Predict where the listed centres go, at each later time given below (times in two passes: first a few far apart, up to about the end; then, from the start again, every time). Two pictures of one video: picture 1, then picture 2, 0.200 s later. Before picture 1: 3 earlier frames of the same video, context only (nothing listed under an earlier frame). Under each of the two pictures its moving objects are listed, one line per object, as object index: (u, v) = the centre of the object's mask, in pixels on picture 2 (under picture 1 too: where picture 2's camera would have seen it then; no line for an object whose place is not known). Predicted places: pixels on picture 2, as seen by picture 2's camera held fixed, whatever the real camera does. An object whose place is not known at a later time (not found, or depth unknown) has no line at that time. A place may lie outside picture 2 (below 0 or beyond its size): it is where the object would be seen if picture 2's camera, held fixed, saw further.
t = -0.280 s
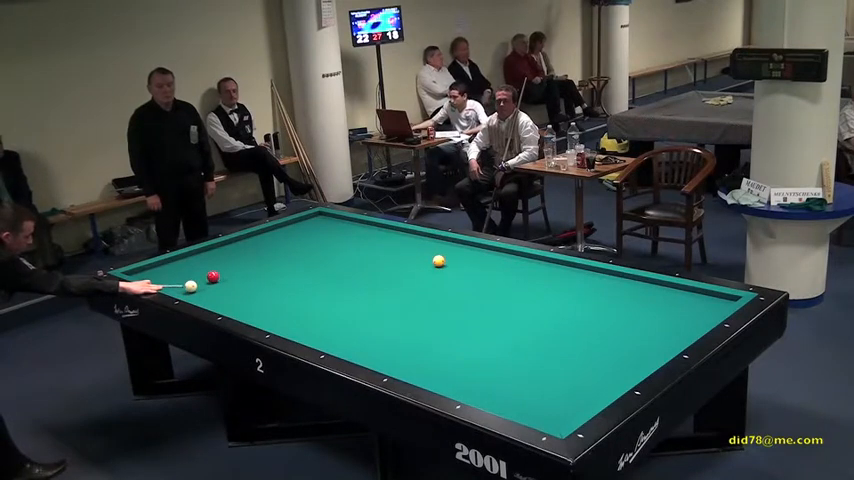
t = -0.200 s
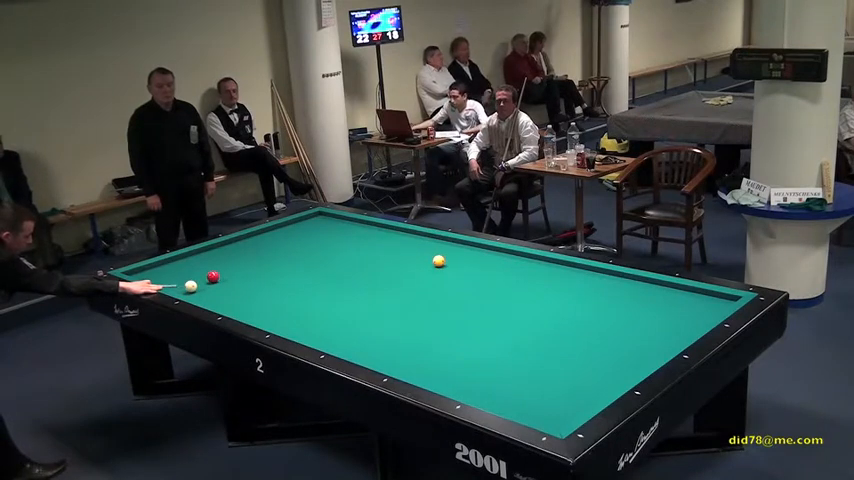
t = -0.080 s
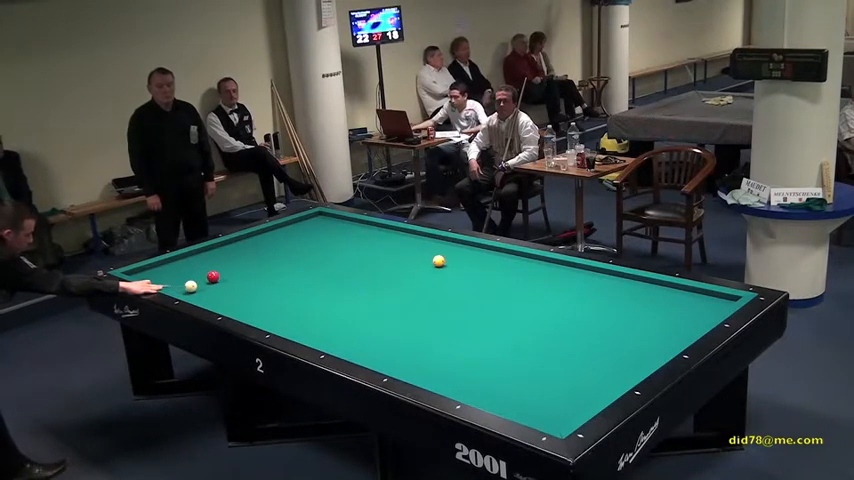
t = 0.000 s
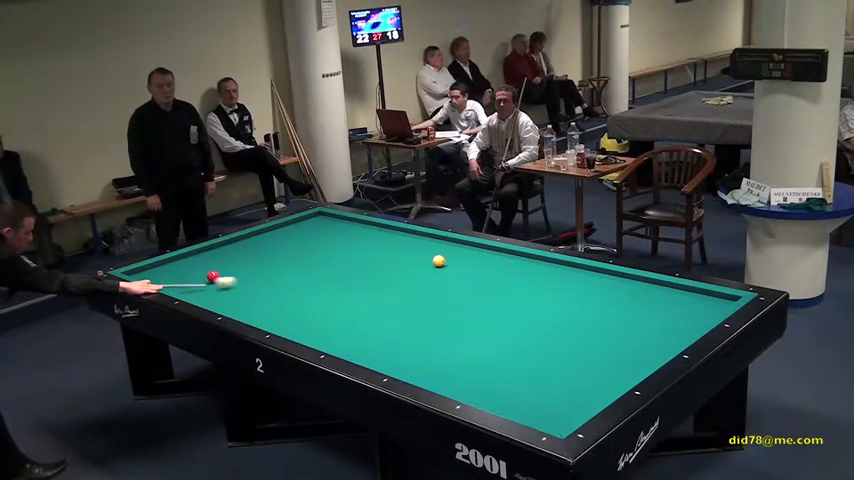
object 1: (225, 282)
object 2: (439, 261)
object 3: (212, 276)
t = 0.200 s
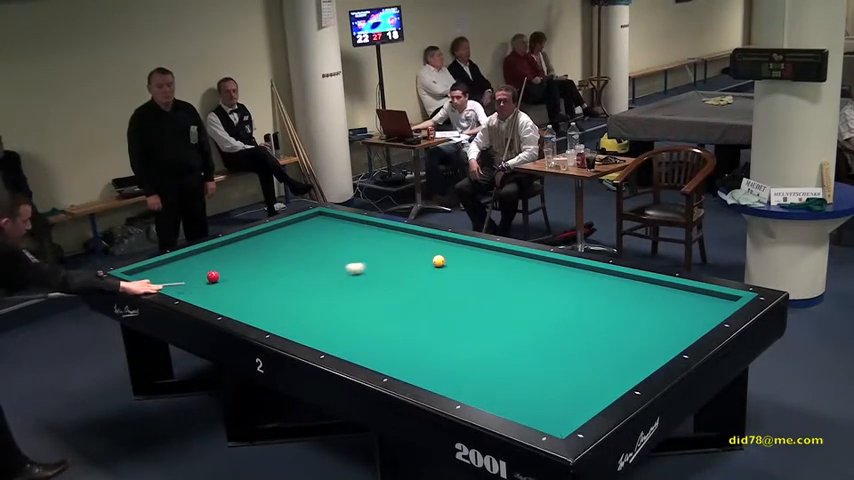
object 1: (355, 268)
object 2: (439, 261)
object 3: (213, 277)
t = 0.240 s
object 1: (379, 265)
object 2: (439, 261)
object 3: (213, 277)
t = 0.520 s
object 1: (447, 245)
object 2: (525, 266)
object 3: (212, 277)
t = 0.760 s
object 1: (420, 244)
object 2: (615, 275)
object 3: (212, 277)
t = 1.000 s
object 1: (380, 246)
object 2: (672, 294)
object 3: (212, 276)
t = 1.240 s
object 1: (342, 248)
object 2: (701, 308)
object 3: (212, 276)
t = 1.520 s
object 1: (299, 250)
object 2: (632, 307)
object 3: (212, 276)
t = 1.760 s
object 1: (263, 252)
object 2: (582, 306)
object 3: (212, 276)
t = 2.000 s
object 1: (228, 254)
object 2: (532, 305)
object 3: (212, 276)
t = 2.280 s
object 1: (187, 256)
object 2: (477, 305)
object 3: (212, 276)
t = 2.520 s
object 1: (164, 264)
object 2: (432, 304)
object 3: (212, 276)
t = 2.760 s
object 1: (146, 275)
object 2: (388, 303)
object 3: (212, 276)
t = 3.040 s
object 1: (167, 276)
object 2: (339, 302)
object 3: (212, 276)
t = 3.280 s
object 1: (193, 275)
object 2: (298, 302)
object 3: (212, 276)
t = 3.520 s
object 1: (210, 272)
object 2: (259, 302)
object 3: (219, 278)
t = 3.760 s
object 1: (223, 269)
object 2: (222, 301)
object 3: (228, 280)
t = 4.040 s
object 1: (238, 266)
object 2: (201, 294)
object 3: (238, 282)
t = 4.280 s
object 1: (249, 262)
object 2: (194, 286)
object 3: (247, 284)
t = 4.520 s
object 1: (259, 260)
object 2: (189, 279)
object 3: (255, 286)
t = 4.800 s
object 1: (271, 256)
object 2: (183, 271)
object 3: (265, 288)
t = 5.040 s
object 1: (280, 254)
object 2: (179, 264)
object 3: (273, 290)
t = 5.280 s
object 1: (289, 251)
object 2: (174, 258)
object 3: (281, 292)
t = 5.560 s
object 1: (298, 249)
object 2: (191, 257)
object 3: (289, 294)
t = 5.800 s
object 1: (306, 247)
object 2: (206, 256)
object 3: (297, 296)
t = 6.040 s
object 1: (313, 245)
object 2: (221, 256)
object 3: (304, 297)
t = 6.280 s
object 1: (320, 243)
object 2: (235, 255)
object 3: (310, 298)
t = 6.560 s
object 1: (327, 241)
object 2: (251, 254)
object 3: (318, 300)
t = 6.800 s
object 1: (333, 239)
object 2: (264, 254)
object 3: (323, 301)
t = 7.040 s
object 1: (338, 238)
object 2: (276, 253)
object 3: (329, 303)
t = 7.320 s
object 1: (343, 237)
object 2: (291, 253)
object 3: (335, 304)
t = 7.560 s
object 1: (348, 235)
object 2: (303, 252)
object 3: (339, 305)
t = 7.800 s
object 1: (351, 234)
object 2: (314, 252)
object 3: (343, 306)
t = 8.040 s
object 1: (355, 233)
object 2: (325, 251)
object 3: (347, 307)
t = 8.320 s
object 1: (358, 233)
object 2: (337, 251)
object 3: (351, 308)
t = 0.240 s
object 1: (379, 265)
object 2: (439, 261)
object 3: (213, 277)
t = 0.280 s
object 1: (402, 263)
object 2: (439, 261)
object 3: (213, 277)
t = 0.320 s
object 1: (424, 260)
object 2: (439, 261)
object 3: (213, 277)
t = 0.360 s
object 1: (431, 257)
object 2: (455, 262)
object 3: (213, 277)
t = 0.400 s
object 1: (435, 254)
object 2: (473, 263)
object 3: (212, 276)
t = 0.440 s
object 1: (439, 251)
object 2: (491, 264)
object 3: (212, 277)
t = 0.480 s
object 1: (443, 248)
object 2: (508, 265)
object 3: (212, 277)
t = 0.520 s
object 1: (447, 245)
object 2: (525, 266)
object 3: (212, 277)
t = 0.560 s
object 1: (451, 242)
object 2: (542, 267)
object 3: (212, 277)
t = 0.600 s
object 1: (452, 240)
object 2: (559, 269)
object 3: (212, 277)
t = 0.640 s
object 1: (444, 241)
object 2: (575, 269)
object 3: (212, 277)
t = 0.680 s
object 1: (435, 242)
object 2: (590, 271)
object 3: (212, 277)
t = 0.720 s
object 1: (427, 243)
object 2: (605, 272)
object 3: (212, 277)
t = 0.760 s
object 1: (420, 244)
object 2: (615, 275)
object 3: (212, 277)
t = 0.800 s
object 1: (413, 244)
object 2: (623, 278)
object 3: (212, 277)
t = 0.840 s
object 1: (406, 245)
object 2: (632, 281)
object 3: (212, 277)
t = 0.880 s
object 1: (399, 245)
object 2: (642, 284)
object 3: (212, 277)
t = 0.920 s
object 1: (393, 245)
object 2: (652, 287)
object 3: (212, 276)
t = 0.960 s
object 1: (387, 246)
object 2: (661, 291)
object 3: (212, 276)
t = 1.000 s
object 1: (380, 246)
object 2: (672, 294)
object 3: (212, 276)
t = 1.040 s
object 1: (374, 247)
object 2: (682, 297)
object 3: (212, 277)
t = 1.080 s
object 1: (368, 247)
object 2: (692, 301)
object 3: (212, 276)
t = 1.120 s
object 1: (361, 247)
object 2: (703, 304)
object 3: (212, 276)
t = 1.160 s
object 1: (355, 247)
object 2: (714, 308)
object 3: (212, 276)
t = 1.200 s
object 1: (349, 248)
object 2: (712, 309)
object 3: (212, 276)
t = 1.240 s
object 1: (342, 248)
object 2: (701, 308)
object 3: (212, 276)
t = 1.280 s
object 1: (336, 248)
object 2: (689, 308)
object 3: (212, 276)
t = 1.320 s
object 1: (330, 248)
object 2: (678, 308)
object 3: (212, 276)
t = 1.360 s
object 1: (324, 249)
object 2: (668, 307)
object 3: (212, 276)
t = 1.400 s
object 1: (318, 249)
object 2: (659, 307)
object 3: (212, 276)
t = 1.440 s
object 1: (312, 249)
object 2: (650, 307)
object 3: (212, 276)
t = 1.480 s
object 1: (305, 250)
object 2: (641, 307)
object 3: (212, 276)
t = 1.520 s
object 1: (299, 250)
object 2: (632, 307)
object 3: (212, 276)
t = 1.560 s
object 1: (293, 250)
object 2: (624, 307)
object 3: (212, 276)
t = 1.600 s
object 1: (287, 251)
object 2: (615, 307)
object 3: (212, 276)
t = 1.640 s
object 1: (281, 251)
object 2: (607, 306)
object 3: (212, 276)
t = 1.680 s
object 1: (275, 251)
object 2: (598, 306)
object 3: (212, 276)
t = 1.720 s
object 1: (269, 252)
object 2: (590, 306)
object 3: (212, 276)
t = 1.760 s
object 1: (263, 252)
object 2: (582, 306)
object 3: (212, 276)
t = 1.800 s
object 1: (257, 252)
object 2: (573, 306)
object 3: (212, 276)
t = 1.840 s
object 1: (251, 252)
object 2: (565, 306)
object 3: (212, 276)
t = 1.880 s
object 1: (245, 253)
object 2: (557, 305)
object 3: (212, 276)
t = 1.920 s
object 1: (239, 253)
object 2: (549, 305)
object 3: (212, 276)
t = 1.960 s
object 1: (234, 253)
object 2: (541, 305)
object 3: (212, 276)
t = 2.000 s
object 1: (228, 254)
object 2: (532, 305)
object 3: (212, 276)
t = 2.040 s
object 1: (222, 254)
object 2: (524, 305)
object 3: (212, 276)
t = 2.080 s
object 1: (216, 254)
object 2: (516, 305)
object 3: (212, 276)
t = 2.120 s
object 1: (210, 255)
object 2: (509, 305)
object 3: (212, 276)
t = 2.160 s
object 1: (204, 255)
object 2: (501, 305)
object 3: (212, 276)
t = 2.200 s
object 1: (198, 255)
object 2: (493, 305)
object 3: (212, 276)
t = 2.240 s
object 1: (193, 256)
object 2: (485, 305)
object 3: (212, 276)
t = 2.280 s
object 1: (187, 256)
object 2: (477, 305)
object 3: (212, 276)
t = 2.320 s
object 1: (181, 256)
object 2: (470, 304)
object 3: (212, 276)
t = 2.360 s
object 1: (176, 257)
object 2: (462, 304)
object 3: (212, 276)
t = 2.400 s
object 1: (174, 259)
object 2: (455, 304)
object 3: (212, 276)
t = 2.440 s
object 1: (171, 261)
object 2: (447, 304)
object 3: (212, 276)
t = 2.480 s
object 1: (168, 262)
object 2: (440, 304)
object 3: (212, 276)
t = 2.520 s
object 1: (164, 264)
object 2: (432, 304)
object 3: (212, 276)
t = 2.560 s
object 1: (161, 266)
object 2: (425, 303)
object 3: (212, 276)
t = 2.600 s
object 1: (158, 268)
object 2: (418, 304)
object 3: (212, 276)
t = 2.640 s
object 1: (155, 270)
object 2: (410, 303)
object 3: (212, 276)
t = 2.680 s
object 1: (152, 272)
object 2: (403, 303)
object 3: (212, 276)
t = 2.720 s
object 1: (149, 274)
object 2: (395, 303)
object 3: (212, 276)
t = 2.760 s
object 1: (146, 275)
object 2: (388, 303)
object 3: (212, 276)
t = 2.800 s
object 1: (142, 276)
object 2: (381, 303)
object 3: (212, 276)
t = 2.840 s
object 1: (145, 277)
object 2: (374, 303)
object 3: (212, 276)
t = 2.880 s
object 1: (150, 277)
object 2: (367, 303)
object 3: (212, 276)
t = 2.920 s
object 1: (154, 277)
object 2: (360, 303)
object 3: (212, 276)
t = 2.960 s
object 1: (158, 277)
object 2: (353, 303)
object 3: (212, 276)
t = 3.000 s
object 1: (163, 277)
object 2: (346, 303)
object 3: (212, 276)
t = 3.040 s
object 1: (167, 276)
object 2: (339, 302)
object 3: (212, 276)
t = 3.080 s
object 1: (171, 276)
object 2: (332, 302)
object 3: (212, 276)
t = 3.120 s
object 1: (176, 276)
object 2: (325, 302)
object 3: (212, 276)
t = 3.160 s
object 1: (180, 276)
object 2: (319, 302)
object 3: (212, 276)
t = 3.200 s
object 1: (184, 276)
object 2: (312, 302)
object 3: (212, 276)
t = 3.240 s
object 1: (188, 276)
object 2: (305, 302)
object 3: (212, 276)
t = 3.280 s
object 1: (193, 275)
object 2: (298, 302)
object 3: (212, 276)
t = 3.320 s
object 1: (197, 275)
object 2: (292, 302)
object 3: (212, 276)
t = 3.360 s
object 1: (201, 275)
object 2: (285, 302)
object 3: (213, 276)
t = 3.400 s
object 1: (203, 274)
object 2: (279, 302)
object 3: (213, 277)
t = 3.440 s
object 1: (206, 274)
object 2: (272, 302)
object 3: (216, 278)
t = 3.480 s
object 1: (208, 273)
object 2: (266, 302)
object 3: (218, 278)
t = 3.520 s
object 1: (210, 272)
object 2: (259, 302)
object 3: (219, 278)
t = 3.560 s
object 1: (213, 272)
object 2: (253, 301)
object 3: (221, 278)
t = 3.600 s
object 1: (214, 271)
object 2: (247, 301)
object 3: (222, 279)
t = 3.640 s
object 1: (217, 271)
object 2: (241, 301)
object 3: (223, 279)
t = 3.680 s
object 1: (219, 270)
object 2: (235, 301)
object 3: (225, 279)
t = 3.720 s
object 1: (221, 269)
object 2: (228, 301)
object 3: (226, 279)
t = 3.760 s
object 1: (223, 269)
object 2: (222, 301)
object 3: (228, 280)
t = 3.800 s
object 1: (226, 269)
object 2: (216, 300)
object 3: (229, 280)
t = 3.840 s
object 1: (227, 268)
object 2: (210, 300)
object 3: (231, 280)
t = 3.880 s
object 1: (230, 268)
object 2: (205, 299)
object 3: (232, 281)
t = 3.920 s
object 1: (232, 267)
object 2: (203, 297)
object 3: (234, 281)
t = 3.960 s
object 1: (234, 266)
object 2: (202, 297)
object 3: (235, 282)
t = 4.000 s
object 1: (235, 266)
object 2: (201, 295)
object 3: (237, 282)
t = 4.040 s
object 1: (238, 266)
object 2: (201, 294)
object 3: (238, 282)
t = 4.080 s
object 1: (240, 265)
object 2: (199, 293)
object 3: (240, 283)
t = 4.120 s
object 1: (242, 265)
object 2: (198, 292)
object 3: (241, 283)
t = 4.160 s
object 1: (243, 264)
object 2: (197, 290)
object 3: (242, 283)
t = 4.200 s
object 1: (245, 263)
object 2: (196, 289)
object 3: (244, 284)
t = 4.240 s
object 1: (247, 263)
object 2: (195, 288)
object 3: (245, 284)
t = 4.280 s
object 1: (249, 262)
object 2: (194, 286)
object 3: (247, 284)
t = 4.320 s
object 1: (250, 262)
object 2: (193, 285)
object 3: (248, 285)
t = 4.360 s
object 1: (252, 261)
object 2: (192, 284)
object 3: (250, 285)
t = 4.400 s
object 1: (254, 261)
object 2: (191, 282)
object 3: (251, 285)
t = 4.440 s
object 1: (256, 260)
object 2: (191, 281)
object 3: (252, 286)
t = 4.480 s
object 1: (257, 260)
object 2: (190, 280)
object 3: (254, 286)
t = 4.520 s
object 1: (259, 260)
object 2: (189, 279)
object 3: (255, 286)
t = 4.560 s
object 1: (261, 259)
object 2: (188, 278)
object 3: (257, 287)
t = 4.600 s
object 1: (263, 259)
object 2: (187, 276)
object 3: (258, 287)
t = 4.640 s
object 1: (264, 258)
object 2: (186, 275)
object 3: (259, 287)
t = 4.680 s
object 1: (266, 258)
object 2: (185, 274)
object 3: (261, 288)
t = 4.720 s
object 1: (268, 257)
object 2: (185, 273)
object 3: (262, 288)
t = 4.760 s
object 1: (269, 257)
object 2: (184, 272)
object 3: (263, 288)
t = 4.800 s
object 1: (271, 256)
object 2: (183, 271)
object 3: (265, 288)
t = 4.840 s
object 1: (272, 256)
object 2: (182, 270)
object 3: (266, 289)
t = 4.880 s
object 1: (274, 255)
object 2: (182, 268)
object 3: (268, 289)
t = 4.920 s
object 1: (276, 255)
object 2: (181, 267)
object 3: (269, 290)
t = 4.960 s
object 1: (277, 255)
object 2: (180, 267)
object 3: (270, 290)
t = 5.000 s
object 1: (279, 254)
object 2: (180, 265)
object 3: (272, 290)
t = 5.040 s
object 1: (280, 254)
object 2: (179, 264)
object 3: (273, 290)
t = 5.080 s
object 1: (282, 253)
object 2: (178, 263)
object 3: (274, 291)
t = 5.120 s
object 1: (283, 253)
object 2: (177, 262)
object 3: (276, 291)
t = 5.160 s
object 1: (285, 253)
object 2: (176, 261)
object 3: (277, 291)
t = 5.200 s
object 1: (286, 252)
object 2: (176, 260)
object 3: (278, 291)
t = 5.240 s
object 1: (288, 252)
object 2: (175, 259)
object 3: (279, 292)
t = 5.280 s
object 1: (289, 251)
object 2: (174, 258)
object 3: (281, 292)
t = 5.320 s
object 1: (290, 251)
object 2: (175, 258)
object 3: (282, 292)
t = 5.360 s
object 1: (292, 250)
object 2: (178, 257)
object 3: (283, 293)
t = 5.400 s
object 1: (293, 250)
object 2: (180, 257)
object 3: (285, 293)
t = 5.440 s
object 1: (294, 250)
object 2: (183, 257)
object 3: (286, 293)
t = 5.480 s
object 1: (296, 250)
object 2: (185, 257)
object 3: (287, 294)
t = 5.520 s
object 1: (297, 249)
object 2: (188, 257)
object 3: (288, 294)
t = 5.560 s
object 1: (298, 249)
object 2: (191, 257)
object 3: (289, 294)
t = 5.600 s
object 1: (300, 248)
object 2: (193, 257)
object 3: (291, 294)
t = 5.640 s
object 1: (301, 248)
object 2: (195, 257)
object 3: (292, 294)
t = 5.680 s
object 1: (302, 248)
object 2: (198, 257)
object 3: (293, 295)
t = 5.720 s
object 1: (304, 247)
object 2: (200, 256)
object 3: (294, 295)
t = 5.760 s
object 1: (305, 247)
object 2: (203, 256)
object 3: (296, 295)
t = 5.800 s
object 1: (306, 247)
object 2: (206, 256)
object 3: (297, 296)
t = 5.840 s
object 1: (307, 246)
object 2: (208, 256)
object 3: (298, 296)
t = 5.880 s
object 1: (309, 246)
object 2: (211, 256)
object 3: (299, 296)
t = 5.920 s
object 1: (310, 246)
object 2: (213, 256)
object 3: (300, 296)
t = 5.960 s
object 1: (311, 245)
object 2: (215, 256)
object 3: (301, 296)
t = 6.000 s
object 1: (312, 245)
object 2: (218, 256)
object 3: (302, 297)
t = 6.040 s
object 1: (313, 245)
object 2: (221, 256)
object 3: (304, 297)
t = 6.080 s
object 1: (314, 244)
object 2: (223, 255)
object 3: (305, 297)
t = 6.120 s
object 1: (316, 244)
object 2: (225, 255)
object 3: (306, 297)
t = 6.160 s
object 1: (317, 244)
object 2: (228, 255)
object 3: (307, 298)
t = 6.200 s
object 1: (318, 243)
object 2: (230, 255)
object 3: (308, 298)
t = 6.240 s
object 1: (319, 243)
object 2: (233, 255)
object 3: (309, 298)
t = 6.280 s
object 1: (320, 243)
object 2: (235, 255)
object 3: (310, 298)
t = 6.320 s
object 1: (321, 243)
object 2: (237, 255)
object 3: (311, 299)
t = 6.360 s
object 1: (322, 242)
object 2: (239, 255)
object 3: (312, 299)
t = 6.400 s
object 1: (323, 242)
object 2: (242, 255)
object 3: (313, 299)
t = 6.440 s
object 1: (324, 242)
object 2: (244, 255)
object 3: (314, 299)
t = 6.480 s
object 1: (325, 241)
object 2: (246, 254)
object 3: (316, 299)
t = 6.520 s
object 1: (326, 241)
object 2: (248, 254)
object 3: (317, 300)
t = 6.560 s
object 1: (327, 241)
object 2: (251, 254)
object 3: (318, 300)
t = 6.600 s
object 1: (328, 241)
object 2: (253, 254)
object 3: (318, 300)
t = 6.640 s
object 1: (329, 240)
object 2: (255, 254)
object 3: (319, 300)
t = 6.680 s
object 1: (330, 240)
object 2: (257, 254)
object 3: (320, 301)
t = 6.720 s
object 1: (331, 240)
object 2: (259, 254)
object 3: (322, 301)
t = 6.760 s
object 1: (332, 240)
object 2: (261, 254)
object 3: (322, 301)
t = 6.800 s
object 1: (333, 239)
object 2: (264, 254)
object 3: (323, 301)
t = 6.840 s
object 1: (333, 239)
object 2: (266, 254)
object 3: (324, 302)
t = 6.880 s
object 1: (334, 239)
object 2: (268, 253)
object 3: (325, 302)
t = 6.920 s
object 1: (335, 239)
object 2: (270, 254)
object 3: (326, 302)
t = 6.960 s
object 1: (336, 238)
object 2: (272, 254)
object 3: (327, 302)
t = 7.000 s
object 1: (337, 238)
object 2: (275, 253)
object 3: (328, 302)
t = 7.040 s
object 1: (338, 238)
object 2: (276, 253)
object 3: (329, 303)
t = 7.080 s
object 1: (339, 238)
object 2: (278, 253)
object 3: (329, 303)
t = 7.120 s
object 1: (340, 237)
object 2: (281, 253)
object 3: (330, 303)
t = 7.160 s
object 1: (340, 237)
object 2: (283, 253)
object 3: (331, 303)
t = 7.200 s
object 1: (341, 237)
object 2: (285, 253)
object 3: (332, 303)
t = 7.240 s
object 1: (342, 237)
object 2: (287, 253)
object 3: (333, 303)
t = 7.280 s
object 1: (342, 237)
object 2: (289, 253)
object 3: (334, 304)
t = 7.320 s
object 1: (343, 237)
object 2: (291, 253)
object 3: (335, 304)
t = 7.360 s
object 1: (344, 236)
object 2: (293, 253)
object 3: (335, 304)
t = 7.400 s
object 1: (345, 236)
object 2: (295, 253)
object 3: (336, 304)
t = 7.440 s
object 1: (346, 236)
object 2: (297, 253)
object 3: (337, 305)
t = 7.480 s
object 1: (346, 236)
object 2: (299, 253)
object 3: (338, 305)
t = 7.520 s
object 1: (347, 235)
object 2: (301, 252)
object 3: (338, 305)
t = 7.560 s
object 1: (348, 235)
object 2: (303, 252)
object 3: (339, 305)
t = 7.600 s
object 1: (348, 235)
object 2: (305, 252)
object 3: (340, 305)
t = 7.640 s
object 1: (349, 235)
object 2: (306, 252)
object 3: (341, 305)
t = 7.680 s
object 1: (350, 235)
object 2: (308, 252)
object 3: (341, 306)
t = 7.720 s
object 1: (350, 235)
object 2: (310, 252)
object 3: (342, 306)
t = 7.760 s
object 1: (351, 234)
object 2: (312, 252)
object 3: (343, 306)
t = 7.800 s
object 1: (351, 234)
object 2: (314, 252)
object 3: (343, 306)
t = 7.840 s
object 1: (352, 234)
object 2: (315, 252)
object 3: (344, 306)
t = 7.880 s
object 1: (352, 234)
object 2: (318, 252)
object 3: (345, 306)
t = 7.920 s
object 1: (353, 234)
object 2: (319, 252)
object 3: (345, 306)
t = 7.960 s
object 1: (354, 233)
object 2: (321, 251)
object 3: (346, 306)
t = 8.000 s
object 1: (354, 233)
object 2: (323, 251)
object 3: (347, 307)
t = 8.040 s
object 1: (355, 233)
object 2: (325, 251)
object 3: (347, 307)
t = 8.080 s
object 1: (355, 233)
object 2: (327, 251)
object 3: (348, 307)
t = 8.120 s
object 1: (356, 233)
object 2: (328, 251)
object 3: (348, 307)
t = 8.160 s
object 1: (356, 233)
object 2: (330, 251)
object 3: (349, 307)
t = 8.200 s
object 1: (357, 233)
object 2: (332, 251)
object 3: (349, 307)
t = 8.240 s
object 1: (357, 233)
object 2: (333, 251)
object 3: (350, 307)
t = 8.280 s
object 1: (358, 233)
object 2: (335, 251)
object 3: (350, 308)
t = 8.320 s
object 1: (358, 233)
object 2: (337, 251)
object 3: (351, 308)
